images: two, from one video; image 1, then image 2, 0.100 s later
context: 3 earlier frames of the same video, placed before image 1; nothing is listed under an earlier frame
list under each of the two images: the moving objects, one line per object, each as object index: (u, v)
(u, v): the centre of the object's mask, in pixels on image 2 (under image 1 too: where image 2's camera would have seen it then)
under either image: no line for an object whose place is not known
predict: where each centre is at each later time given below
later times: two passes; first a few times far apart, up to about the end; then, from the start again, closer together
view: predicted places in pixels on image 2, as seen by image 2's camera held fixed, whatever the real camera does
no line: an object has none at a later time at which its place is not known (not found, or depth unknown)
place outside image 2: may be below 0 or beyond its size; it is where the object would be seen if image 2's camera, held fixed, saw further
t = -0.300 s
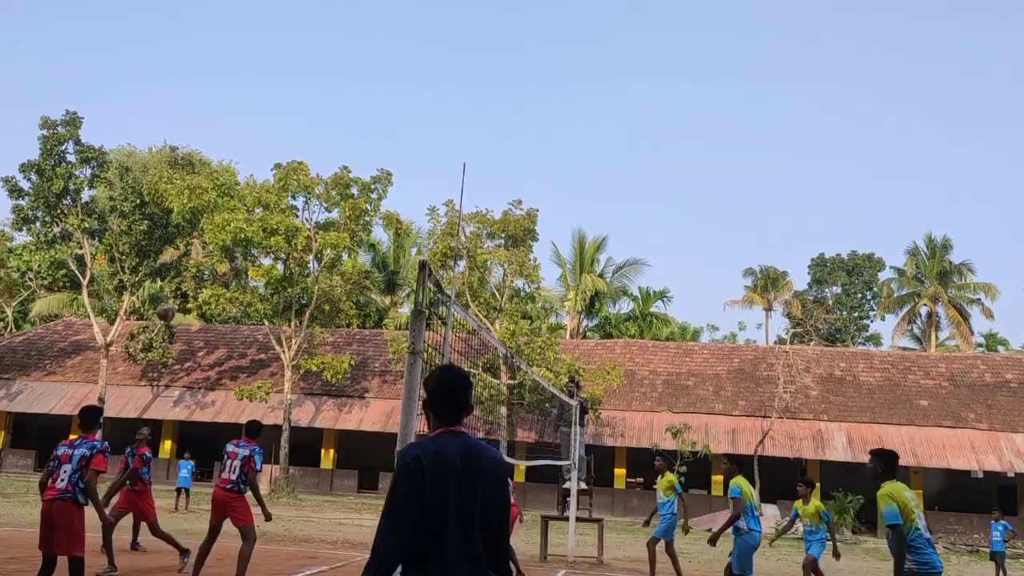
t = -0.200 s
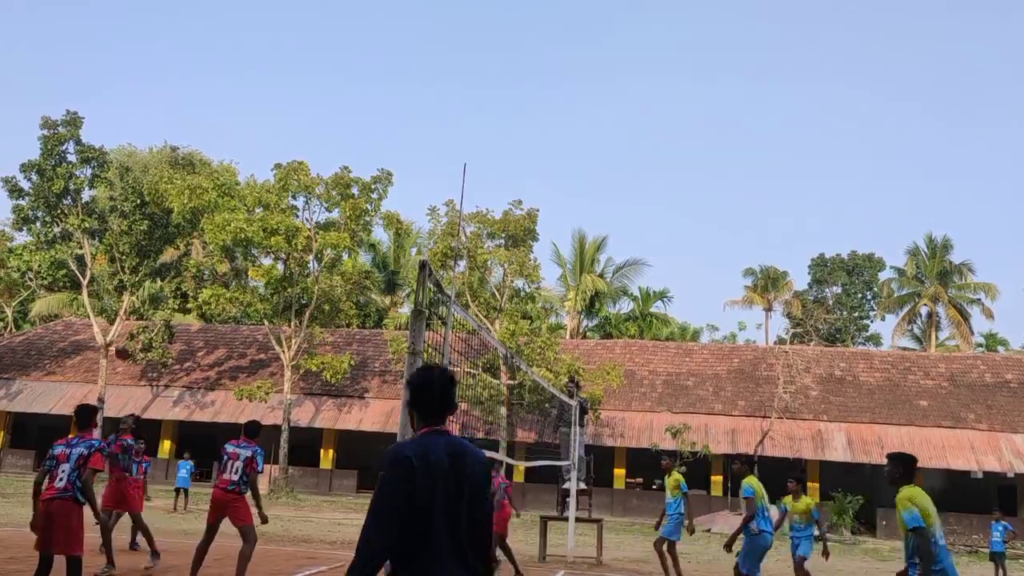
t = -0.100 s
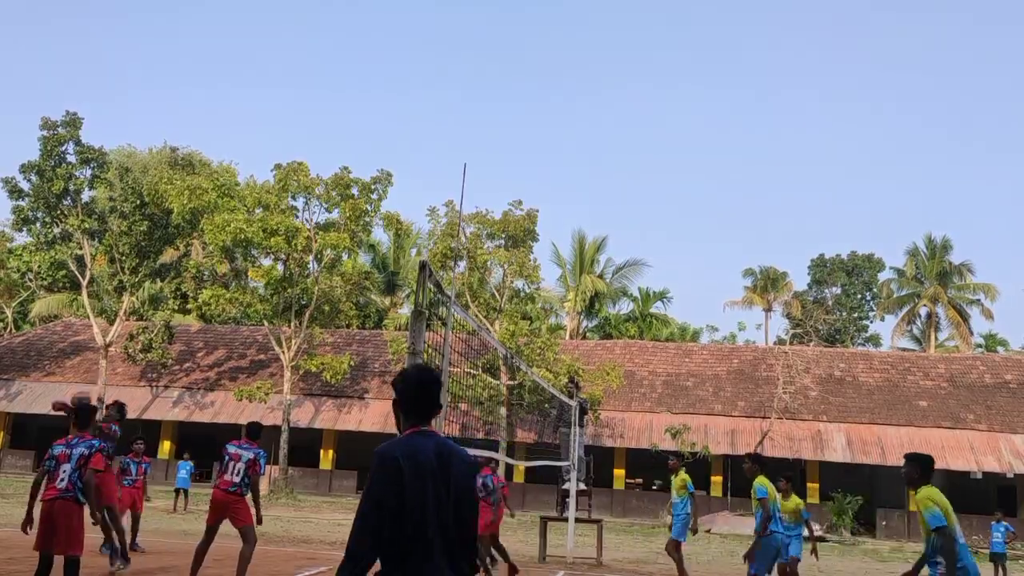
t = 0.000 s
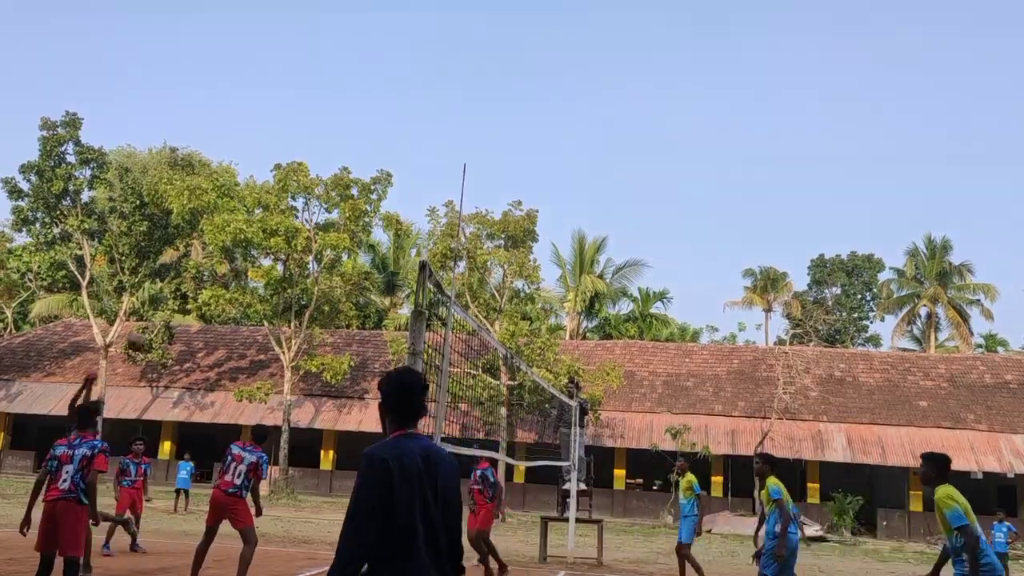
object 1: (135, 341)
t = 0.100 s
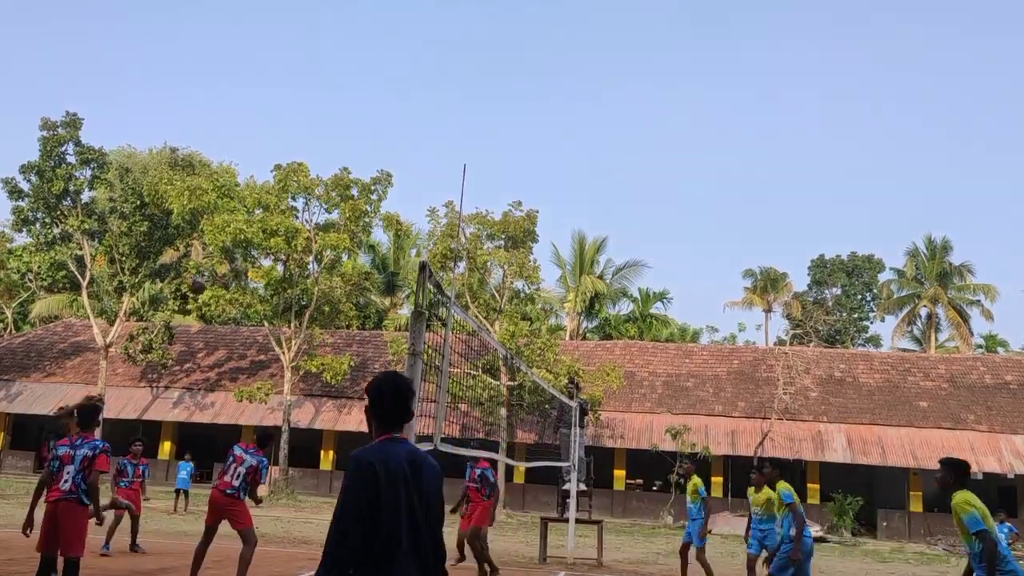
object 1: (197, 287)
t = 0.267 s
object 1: (293, 212)
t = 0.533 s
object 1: (443, 149)
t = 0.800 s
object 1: (589, 146)
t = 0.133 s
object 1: (218, 268)
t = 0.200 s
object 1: (256, 238)
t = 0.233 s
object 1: (275, 224)
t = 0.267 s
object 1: (293, 212)
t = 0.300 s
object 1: (312, 202)
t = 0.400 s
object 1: (369, 172)
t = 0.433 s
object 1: (389, 166)
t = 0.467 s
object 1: (408, 159)
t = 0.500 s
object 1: (426, 154)
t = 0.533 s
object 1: (443, 149)
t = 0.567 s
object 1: (463, 145)
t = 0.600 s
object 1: (480, 142)
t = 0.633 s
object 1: (499, 140)
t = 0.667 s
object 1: (516, 139)
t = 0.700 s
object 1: (534, 140)
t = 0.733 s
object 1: (552, 141)
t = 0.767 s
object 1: (571, 143)
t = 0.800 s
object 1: (589, 146)
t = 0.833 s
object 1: (607, 149)
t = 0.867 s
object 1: (626, 154)
